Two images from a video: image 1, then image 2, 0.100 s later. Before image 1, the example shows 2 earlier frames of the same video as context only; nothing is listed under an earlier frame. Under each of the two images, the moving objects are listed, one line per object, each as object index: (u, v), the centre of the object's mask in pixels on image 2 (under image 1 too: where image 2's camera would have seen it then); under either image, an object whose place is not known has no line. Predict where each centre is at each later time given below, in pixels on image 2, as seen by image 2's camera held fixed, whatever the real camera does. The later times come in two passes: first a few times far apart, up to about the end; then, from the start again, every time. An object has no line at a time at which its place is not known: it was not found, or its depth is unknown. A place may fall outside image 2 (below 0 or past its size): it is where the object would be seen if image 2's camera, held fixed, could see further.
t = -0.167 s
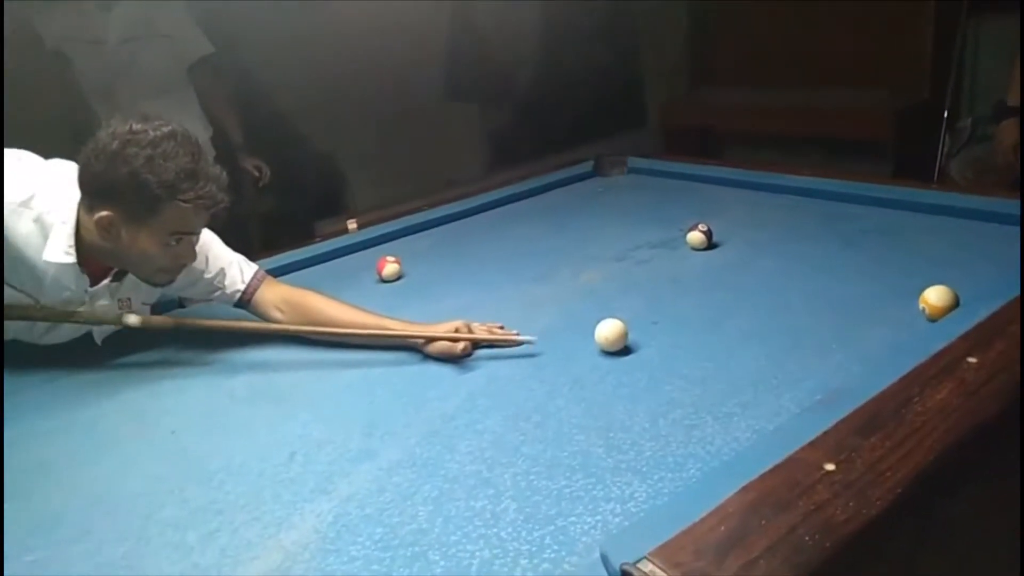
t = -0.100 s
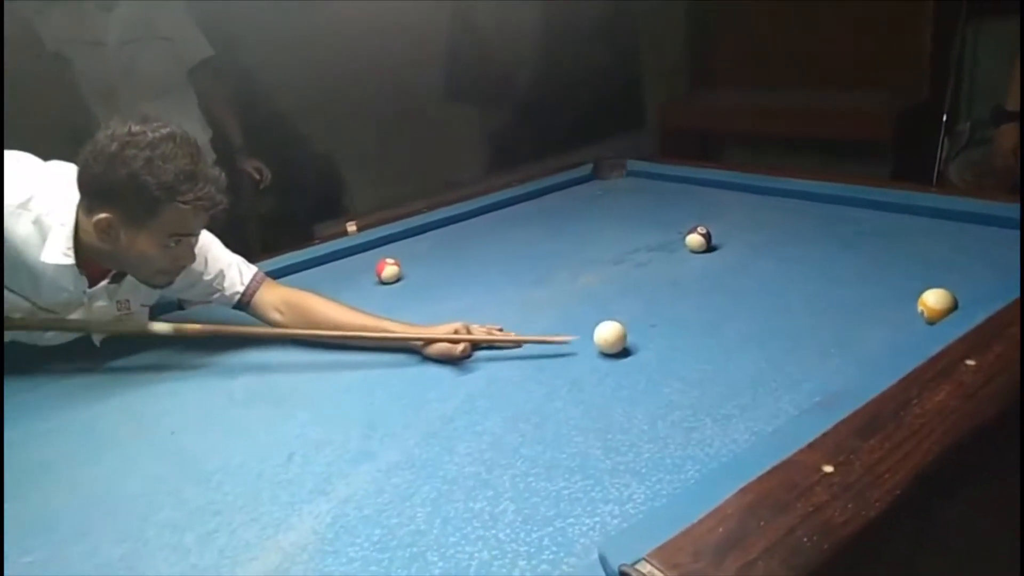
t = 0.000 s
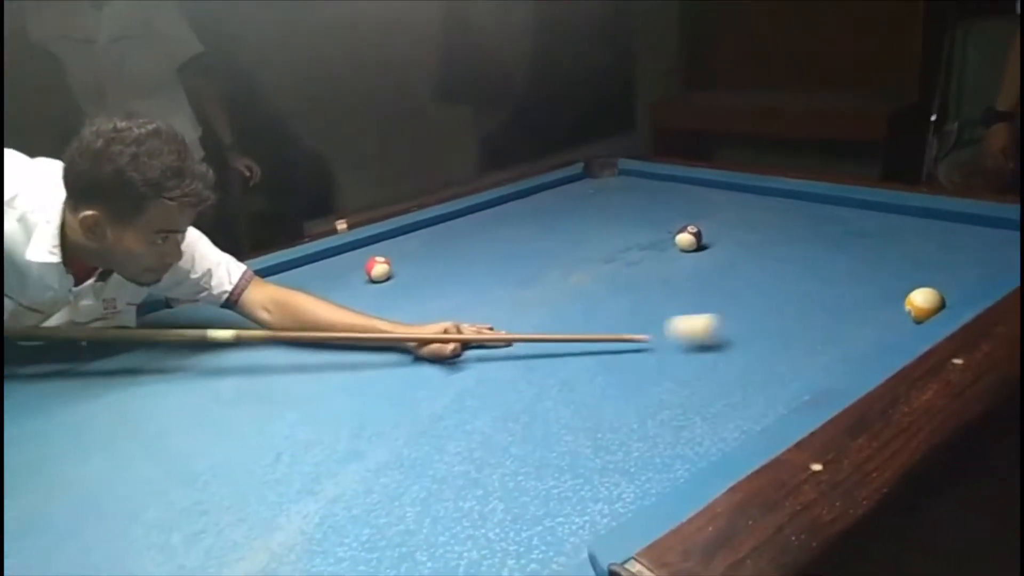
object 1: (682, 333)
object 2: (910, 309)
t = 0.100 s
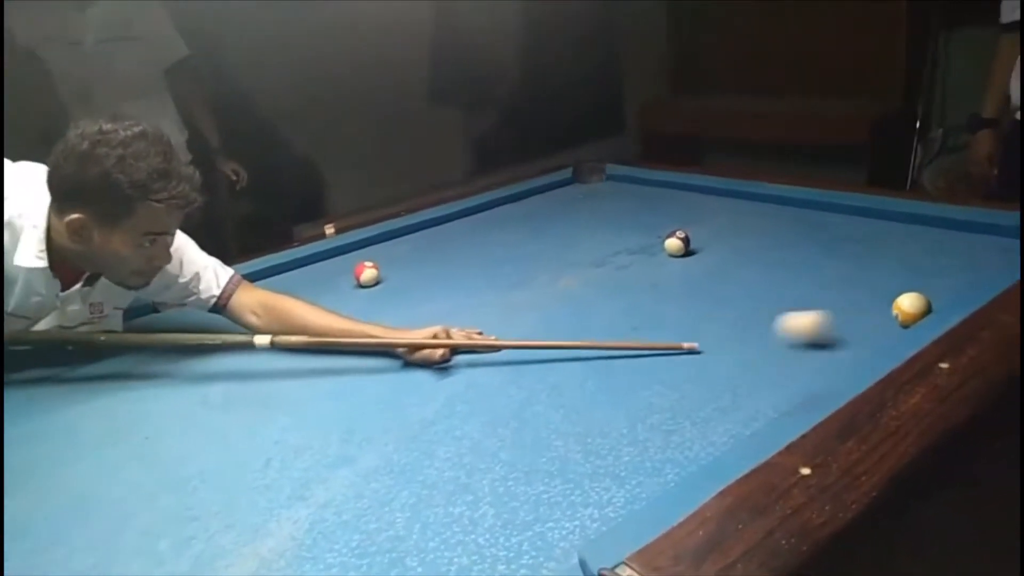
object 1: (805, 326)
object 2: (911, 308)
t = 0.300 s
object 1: (868, 312)
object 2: (939, 291)
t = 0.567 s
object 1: (813, 288)
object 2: (983, 262)
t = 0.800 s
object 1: (775, 271)
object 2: (1015, 240)
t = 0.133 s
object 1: (842, 325)
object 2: (911, 308)
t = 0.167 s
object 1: (874, 324)
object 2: (911, 308)
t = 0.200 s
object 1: (893, 320)
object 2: (917, 303)
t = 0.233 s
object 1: (884, 318)
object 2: (924, 299)
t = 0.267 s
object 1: (876, 315)
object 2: (932, 294)
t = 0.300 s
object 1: (868, 312)
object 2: (939, 291)
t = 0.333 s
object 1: (861, 309)
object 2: (945, 286)
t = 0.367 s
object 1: (853, 306)
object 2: (951, 283)
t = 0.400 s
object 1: (845, 302)
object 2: (955, 279)
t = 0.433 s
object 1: (839, 299)
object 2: (961, 276)
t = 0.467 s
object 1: (832, 297)
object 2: (967, 272)
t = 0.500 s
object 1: (826, 294)
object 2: (973, 268)
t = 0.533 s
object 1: (820, 291)
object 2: (978, 265)
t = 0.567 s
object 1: (813, 288)
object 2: (983, 262)
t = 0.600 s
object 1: (807, 286)
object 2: (988, 259)
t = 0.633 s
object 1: (802, 283)
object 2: (993, 255)
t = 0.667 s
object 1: (796, 281)
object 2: (997, 252)
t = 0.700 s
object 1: (791, 278)
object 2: (1001, 250)
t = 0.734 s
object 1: (785, 276)
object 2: (1006, 247)
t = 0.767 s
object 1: (780, 274)
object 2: (1011, 243)
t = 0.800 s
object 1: (775, 271)
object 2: (1015, 240)
